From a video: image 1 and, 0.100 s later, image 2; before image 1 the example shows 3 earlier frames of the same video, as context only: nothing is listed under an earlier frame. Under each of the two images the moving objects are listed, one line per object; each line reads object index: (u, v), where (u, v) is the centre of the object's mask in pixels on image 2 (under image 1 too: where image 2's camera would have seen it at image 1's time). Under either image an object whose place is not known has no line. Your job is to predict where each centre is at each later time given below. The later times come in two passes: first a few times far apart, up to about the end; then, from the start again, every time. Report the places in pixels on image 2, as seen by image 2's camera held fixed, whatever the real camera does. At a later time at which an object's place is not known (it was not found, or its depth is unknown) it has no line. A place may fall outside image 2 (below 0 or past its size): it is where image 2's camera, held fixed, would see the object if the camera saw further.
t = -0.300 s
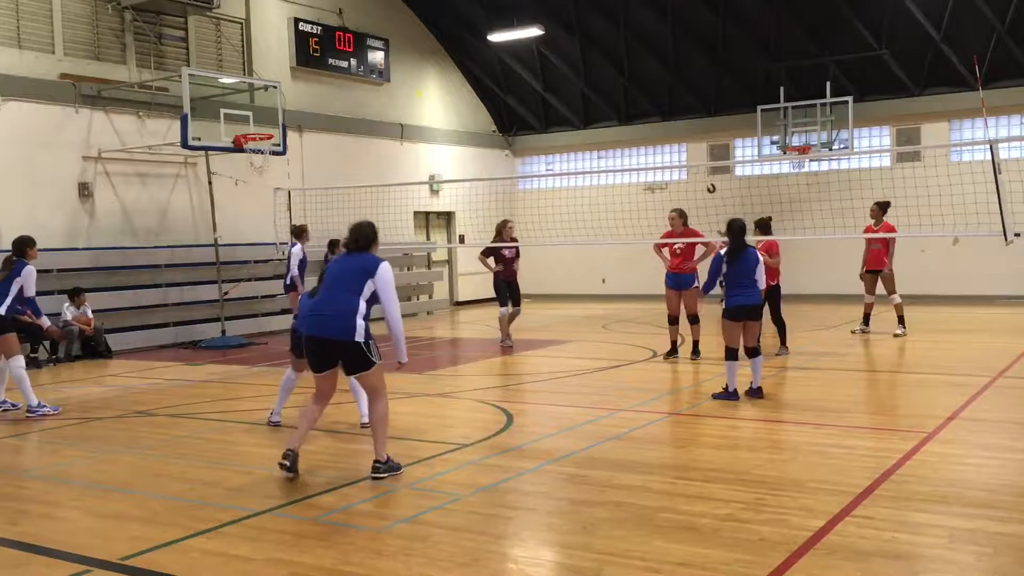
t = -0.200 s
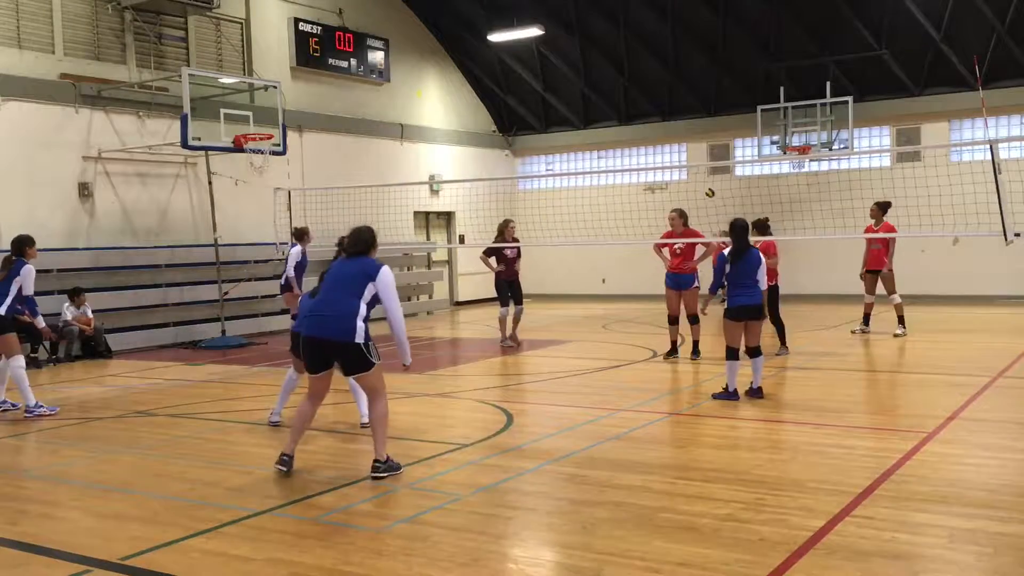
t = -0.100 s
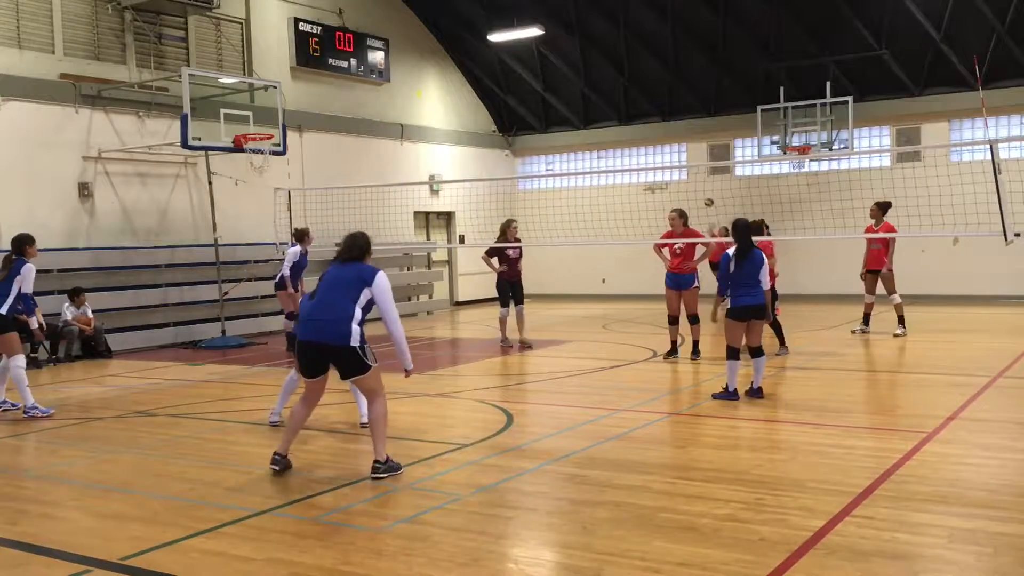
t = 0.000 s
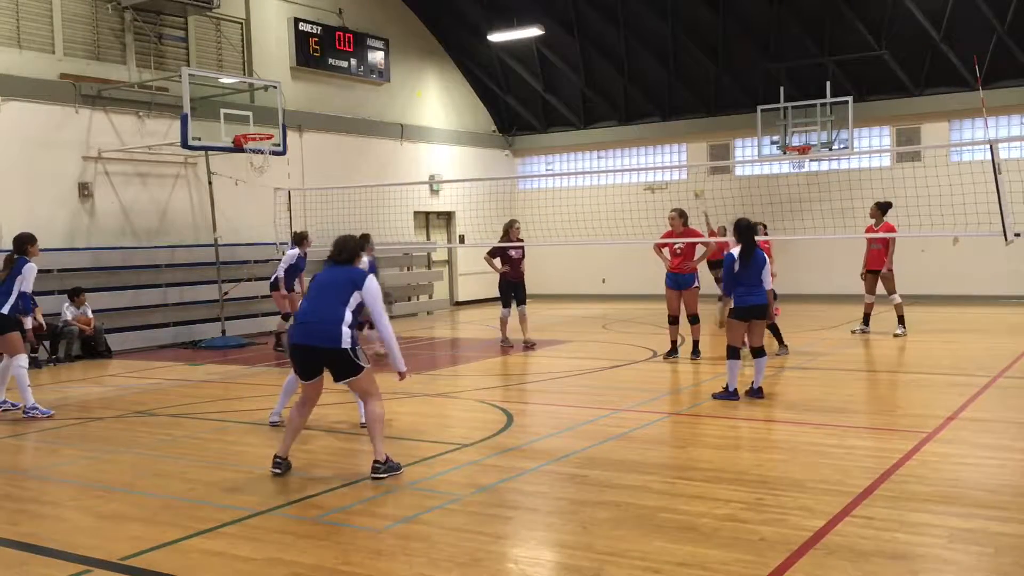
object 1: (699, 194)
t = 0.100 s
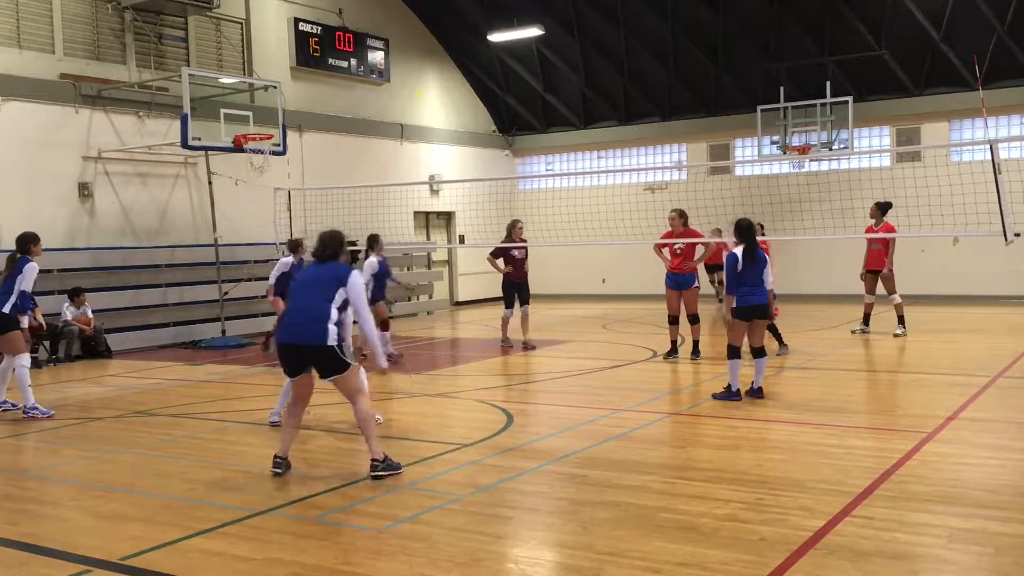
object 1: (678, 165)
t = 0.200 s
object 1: (659, 141)
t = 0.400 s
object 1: (611, 103)
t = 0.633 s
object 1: (547, 86)
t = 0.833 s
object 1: (481, 101)
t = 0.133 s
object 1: (672, 157)
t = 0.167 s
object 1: (664, 148)
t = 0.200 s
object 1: (659, 141)
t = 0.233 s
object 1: (652, 133)
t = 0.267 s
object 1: (643, 125)
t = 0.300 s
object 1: (635, 118)
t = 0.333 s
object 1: (627, 113)
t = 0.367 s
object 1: (620, 107)
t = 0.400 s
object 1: (611, 103)
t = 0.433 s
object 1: (603, 98)
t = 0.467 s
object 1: (594, 94)
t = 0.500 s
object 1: (585, 91)
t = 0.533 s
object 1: (574, 88)
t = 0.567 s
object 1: (565, 86)
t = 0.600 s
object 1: (556, 85)
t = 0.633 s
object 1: (547, 86)
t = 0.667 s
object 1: (537, 86)
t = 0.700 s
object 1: (527, 88)
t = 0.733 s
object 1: (517, 89)
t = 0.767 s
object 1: (505, 90)
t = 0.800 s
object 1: (494, 95)
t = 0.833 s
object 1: (481, 101)
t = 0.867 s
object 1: (469, 107)
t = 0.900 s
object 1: (458, 113)
